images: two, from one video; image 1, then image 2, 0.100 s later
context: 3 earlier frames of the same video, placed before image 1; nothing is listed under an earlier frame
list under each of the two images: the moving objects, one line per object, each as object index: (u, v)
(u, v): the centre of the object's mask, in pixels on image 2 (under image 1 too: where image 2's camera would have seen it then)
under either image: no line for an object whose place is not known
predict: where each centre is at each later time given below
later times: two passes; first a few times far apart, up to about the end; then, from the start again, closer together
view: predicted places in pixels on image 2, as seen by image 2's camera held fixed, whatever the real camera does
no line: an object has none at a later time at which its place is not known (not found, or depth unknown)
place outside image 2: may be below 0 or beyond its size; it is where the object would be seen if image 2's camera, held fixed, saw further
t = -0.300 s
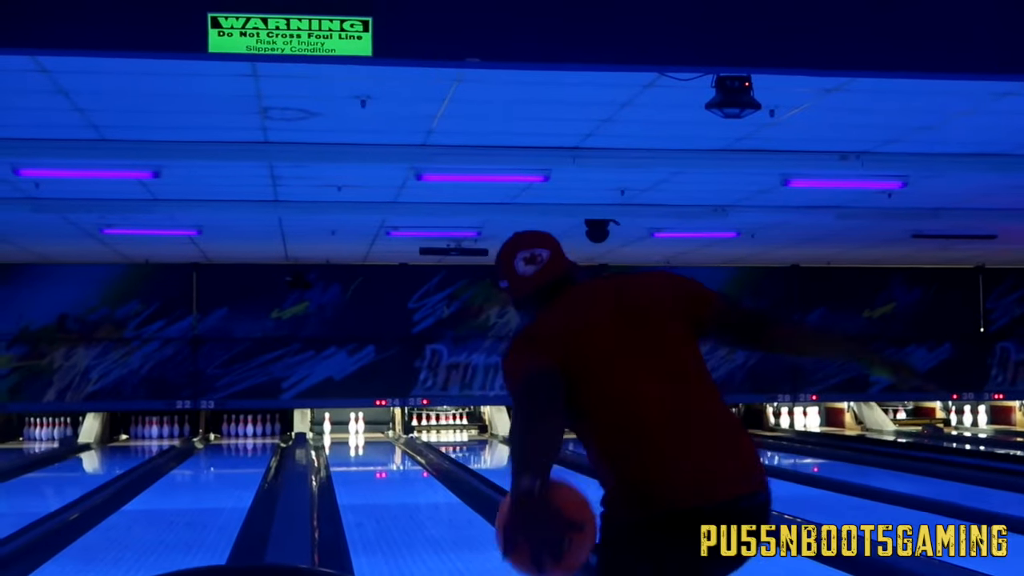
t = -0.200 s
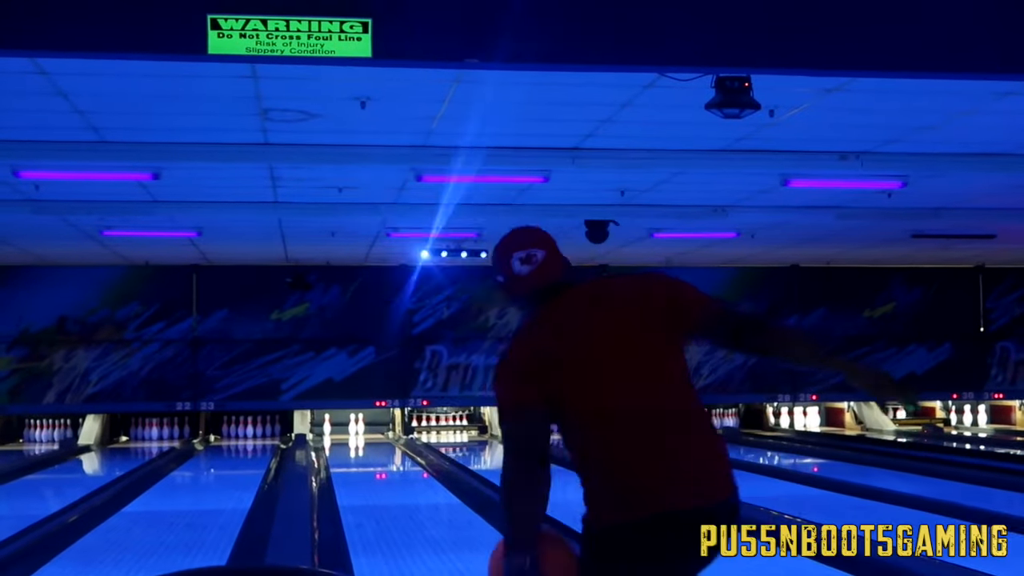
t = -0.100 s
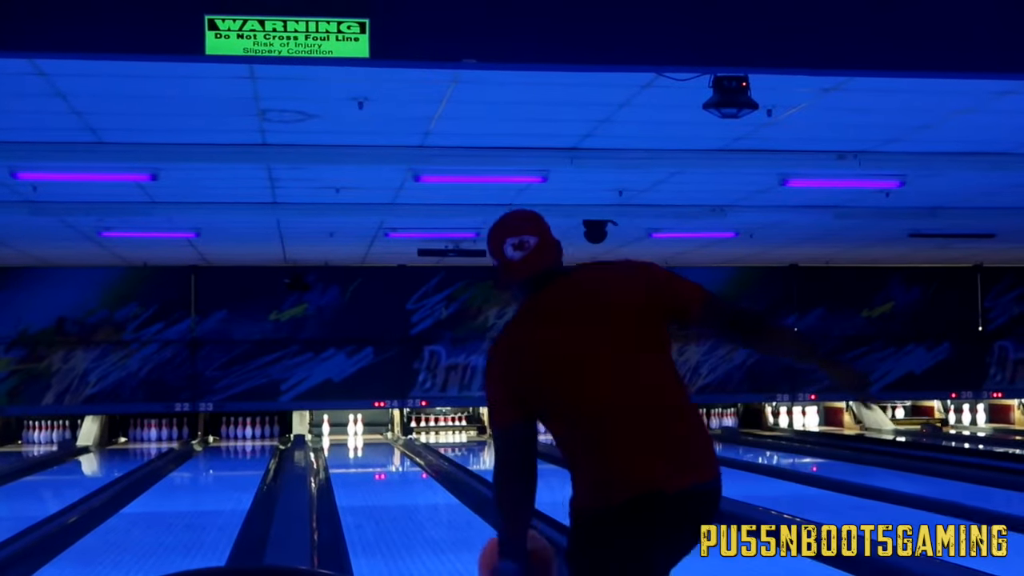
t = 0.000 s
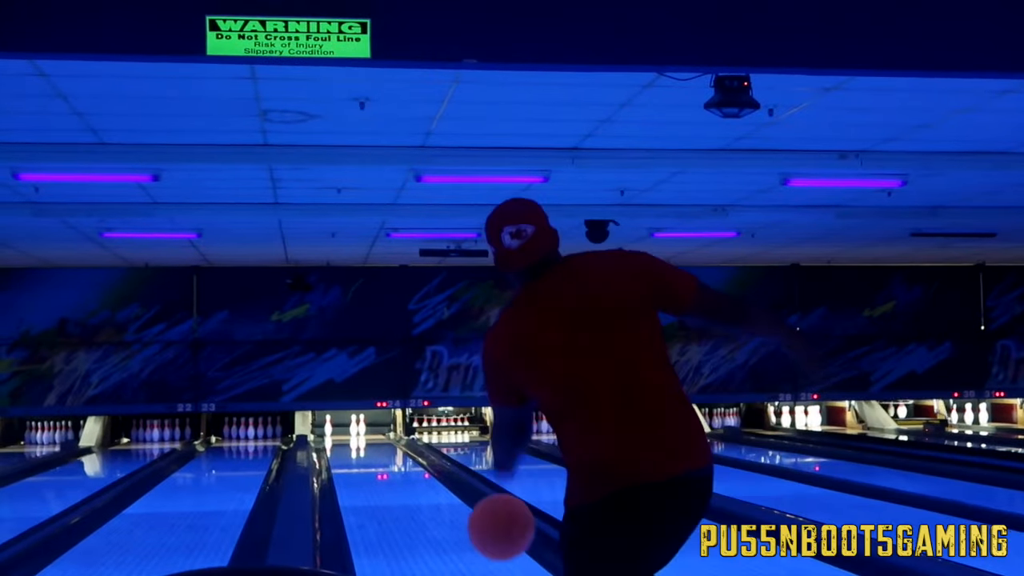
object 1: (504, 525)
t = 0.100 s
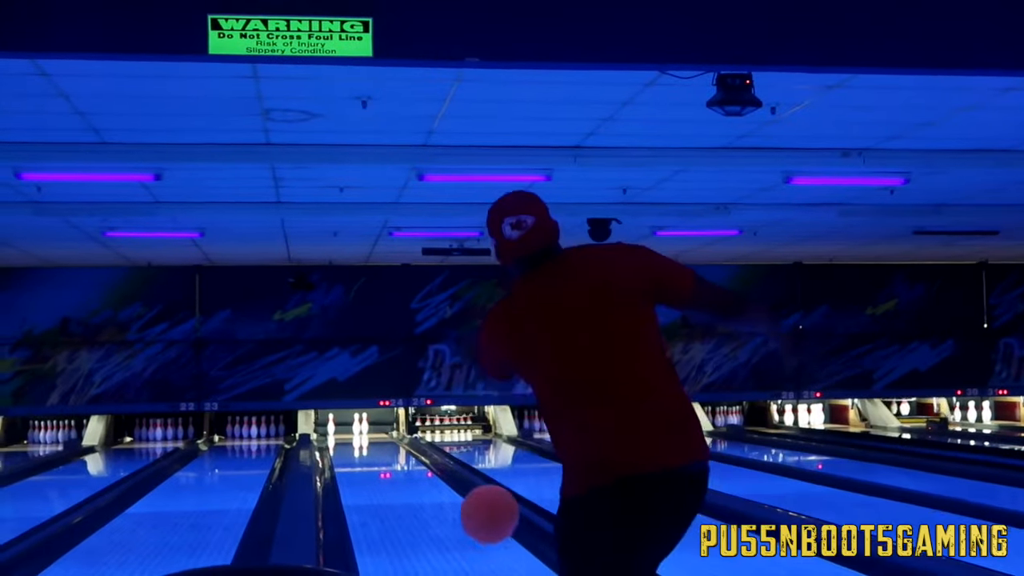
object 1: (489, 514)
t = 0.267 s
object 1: (475, 549)
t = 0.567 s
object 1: (450, 549)
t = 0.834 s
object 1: (437, 520)
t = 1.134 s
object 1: (426, 497)
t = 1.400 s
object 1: (419, 483)
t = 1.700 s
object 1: (412, 469)
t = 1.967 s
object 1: (406, 460)
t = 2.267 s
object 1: (400, 453)
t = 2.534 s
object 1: (394, 449)
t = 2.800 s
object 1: (389, 444)
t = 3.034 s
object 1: (385, 441)
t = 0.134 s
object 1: (486, 517)
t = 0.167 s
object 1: (481, 522)
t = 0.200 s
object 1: (477, 528)
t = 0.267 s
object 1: (475, 549)
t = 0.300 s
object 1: (471, 561)
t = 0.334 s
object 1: (469, 577)
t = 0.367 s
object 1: (466, 577)
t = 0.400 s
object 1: (461, 569)
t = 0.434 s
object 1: (458, 564)
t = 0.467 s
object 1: (456, 560)
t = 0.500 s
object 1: (454, 558)
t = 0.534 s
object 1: (449, 556)
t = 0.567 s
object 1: (450, 549)
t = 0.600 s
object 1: (448, 545)
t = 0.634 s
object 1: (446, 540)
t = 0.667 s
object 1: (445, 537)
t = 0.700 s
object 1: (443, 533)
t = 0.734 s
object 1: (442, 530)
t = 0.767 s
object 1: (441, 526)
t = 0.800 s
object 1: (439, 523)
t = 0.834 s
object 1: (437, 520)
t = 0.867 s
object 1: (436, 517)
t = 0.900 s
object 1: (435, 514)
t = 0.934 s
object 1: (433, 512)
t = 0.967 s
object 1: (432, 509)
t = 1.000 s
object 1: (431, 507)
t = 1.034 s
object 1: (430, 504)
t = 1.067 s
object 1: (428, 502)
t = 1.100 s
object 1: (427, 499)
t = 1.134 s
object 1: (426, 497)
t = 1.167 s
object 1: (425, 496)
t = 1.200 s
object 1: (424, 493)
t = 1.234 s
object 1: (423, 492)
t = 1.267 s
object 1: (422, 489)
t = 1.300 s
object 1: (421, 488)
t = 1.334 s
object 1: (420, 486)
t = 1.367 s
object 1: (420, 484)
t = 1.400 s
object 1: (419, 483)
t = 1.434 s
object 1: (418, 480)
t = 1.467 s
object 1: (417, 479)
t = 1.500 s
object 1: (416, 477)
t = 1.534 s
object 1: (416, 476)
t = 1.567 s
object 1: (415, 475)
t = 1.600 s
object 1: (414, 474)
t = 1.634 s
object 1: (413, 472)
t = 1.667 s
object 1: (412, 471)
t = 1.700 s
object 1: (412, 469)
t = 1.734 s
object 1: (410, 468)
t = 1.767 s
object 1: (410, 467)
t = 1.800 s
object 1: (409, 465)
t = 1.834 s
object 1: (409, 464)
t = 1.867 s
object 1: (408, 463)
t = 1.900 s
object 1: (407, 462)
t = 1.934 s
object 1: (406, 461)
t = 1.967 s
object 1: (406, 460)
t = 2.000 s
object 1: (405, 460)
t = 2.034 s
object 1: (404, 459)
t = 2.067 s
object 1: (404, 458)
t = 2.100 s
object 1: (402, 457)
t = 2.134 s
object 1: (402, 455)
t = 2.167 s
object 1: (402, 455)
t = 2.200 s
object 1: (401, 454)
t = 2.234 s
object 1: (401, 453)
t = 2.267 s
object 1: (400, 453)
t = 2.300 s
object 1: (400, 453)
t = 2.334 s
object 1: (400, 453)
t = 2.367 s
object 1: (398, 451)
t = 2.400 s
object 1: (398, 451)
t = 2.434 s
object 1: (398, 451)
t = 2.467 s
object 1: (396, 450)
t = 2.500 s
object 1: (396, 450)
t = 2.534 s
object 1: (394, 449)
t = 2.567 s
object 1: (394, 449)
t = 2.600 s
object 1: (393, 449)
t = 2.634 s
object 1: (393, 448)
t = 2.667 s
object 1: (392, 447)
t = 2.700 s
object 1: (391, 446)
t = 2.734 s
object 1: (391, 445)
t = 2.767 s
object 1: (390, 444)
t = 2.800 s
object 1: (389, 444)
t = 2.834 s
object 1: (389, 443)
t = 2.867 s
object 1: (388, 443)
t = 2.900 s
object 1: (388, 442)
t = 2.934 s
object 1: (387, 442)
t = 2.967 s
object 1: (386, 442)
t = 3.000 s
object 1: (386, 441)
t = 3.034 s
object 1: (385, 441)
